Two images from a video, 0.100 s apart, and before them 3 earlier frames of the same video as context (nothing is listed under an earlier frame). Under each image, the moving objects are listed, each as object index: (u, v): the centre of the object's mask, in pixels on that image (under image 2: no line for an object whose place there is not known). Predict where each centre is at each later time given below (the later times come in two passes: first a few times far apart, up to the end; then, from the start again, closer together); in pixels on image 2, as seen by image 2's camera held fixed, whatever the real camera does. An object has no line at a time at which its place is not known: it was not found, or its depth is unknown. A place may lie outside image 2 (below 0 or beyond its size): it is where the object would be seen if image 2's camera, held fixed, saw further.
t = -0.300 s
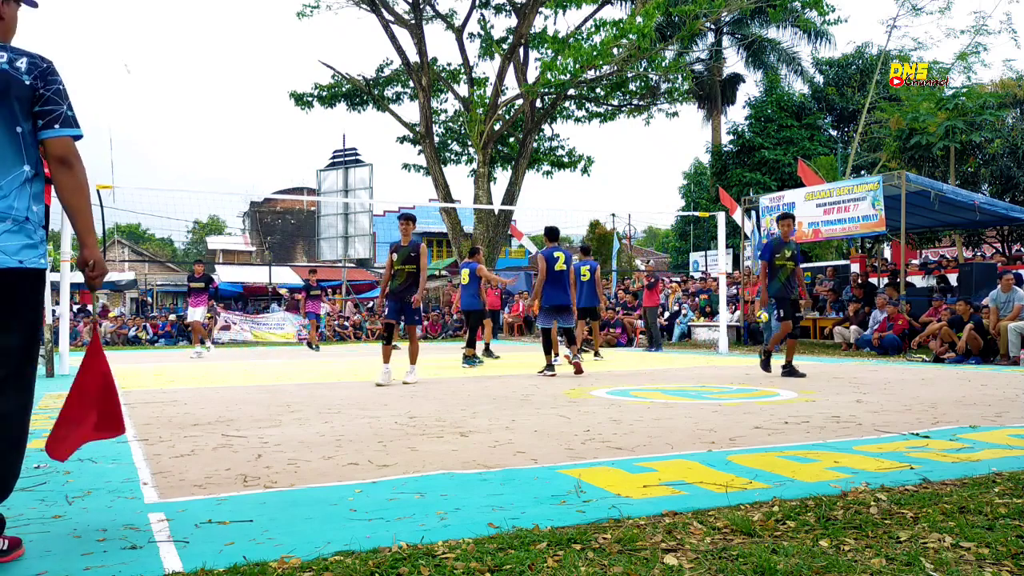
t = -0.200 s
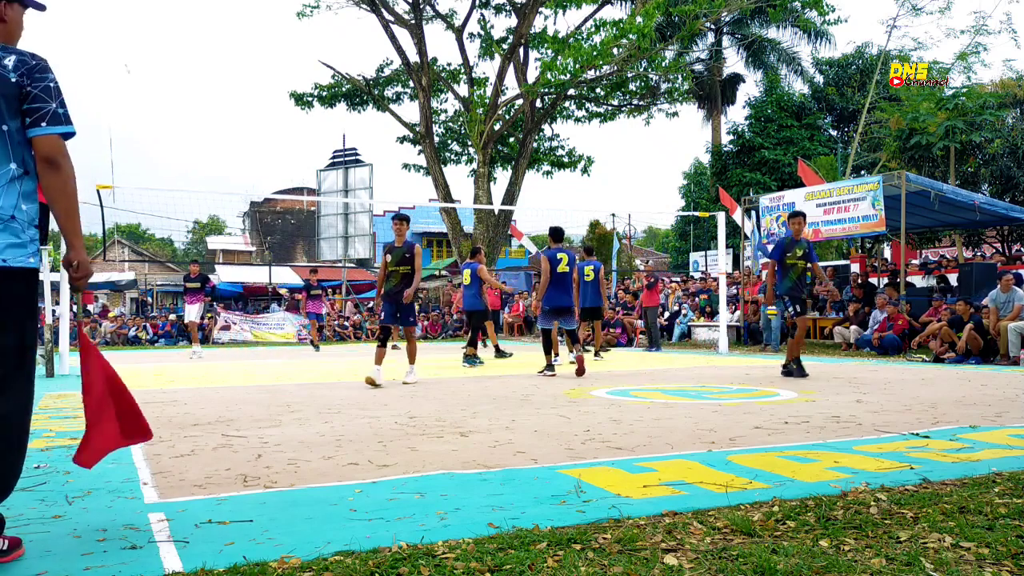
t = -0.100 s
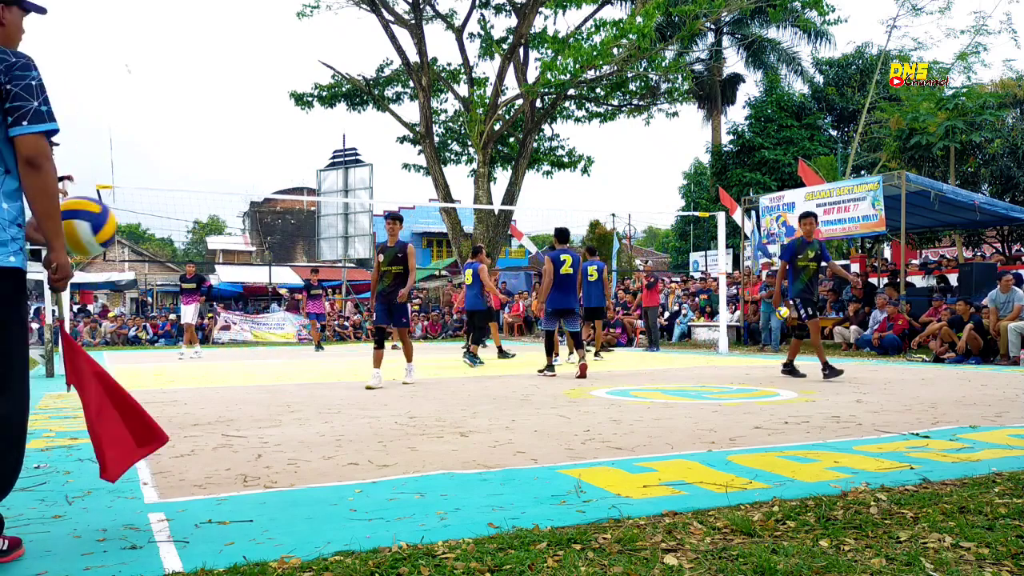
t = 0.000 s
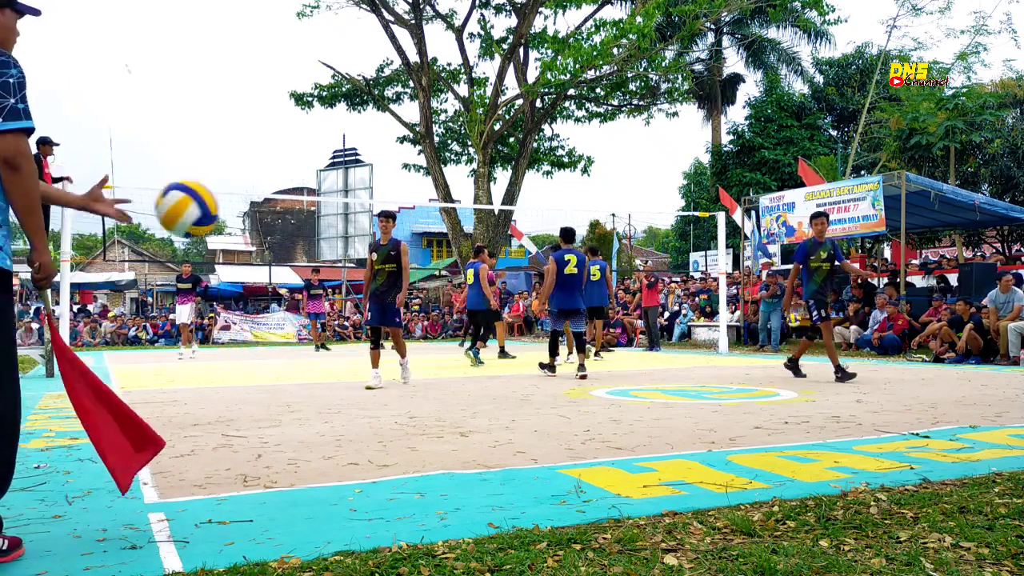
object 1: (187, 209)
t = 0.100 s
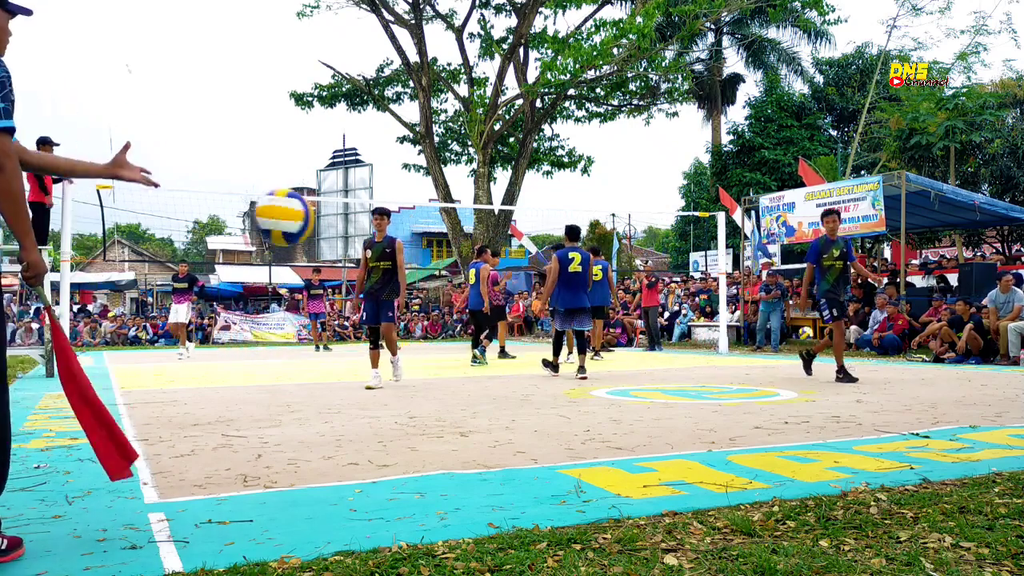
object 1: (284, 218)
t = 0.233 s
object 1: (403, 266)
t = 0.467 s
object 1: (590, 449)
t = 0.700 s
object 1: (701, 314)
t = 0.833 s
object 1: (763, 280)
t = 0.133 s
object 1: (315, 225)
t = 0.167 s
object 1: (344, 237)
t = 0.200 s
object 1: (375, 251)
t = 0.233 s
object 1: (403, 266)
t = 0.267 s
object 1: (432, 285)
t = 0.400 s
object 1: (540, 385)
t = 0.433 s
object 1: (565, 416)
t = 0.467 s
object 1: (590, 449)
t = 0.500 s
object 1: (608, 441)
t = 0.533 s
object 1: (623, 413)
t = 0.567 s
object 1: (640, 388)
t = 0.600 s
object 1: (655, 365)
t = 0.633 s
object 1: (671, 345)
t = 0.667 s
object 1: (686, 328)
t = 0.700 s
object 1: (701, 314)
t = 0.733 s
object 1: (717, 302)
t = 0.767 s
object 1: (732, 292)
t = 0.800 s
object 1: (747, 285)
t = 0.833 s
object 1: (763, 280)
